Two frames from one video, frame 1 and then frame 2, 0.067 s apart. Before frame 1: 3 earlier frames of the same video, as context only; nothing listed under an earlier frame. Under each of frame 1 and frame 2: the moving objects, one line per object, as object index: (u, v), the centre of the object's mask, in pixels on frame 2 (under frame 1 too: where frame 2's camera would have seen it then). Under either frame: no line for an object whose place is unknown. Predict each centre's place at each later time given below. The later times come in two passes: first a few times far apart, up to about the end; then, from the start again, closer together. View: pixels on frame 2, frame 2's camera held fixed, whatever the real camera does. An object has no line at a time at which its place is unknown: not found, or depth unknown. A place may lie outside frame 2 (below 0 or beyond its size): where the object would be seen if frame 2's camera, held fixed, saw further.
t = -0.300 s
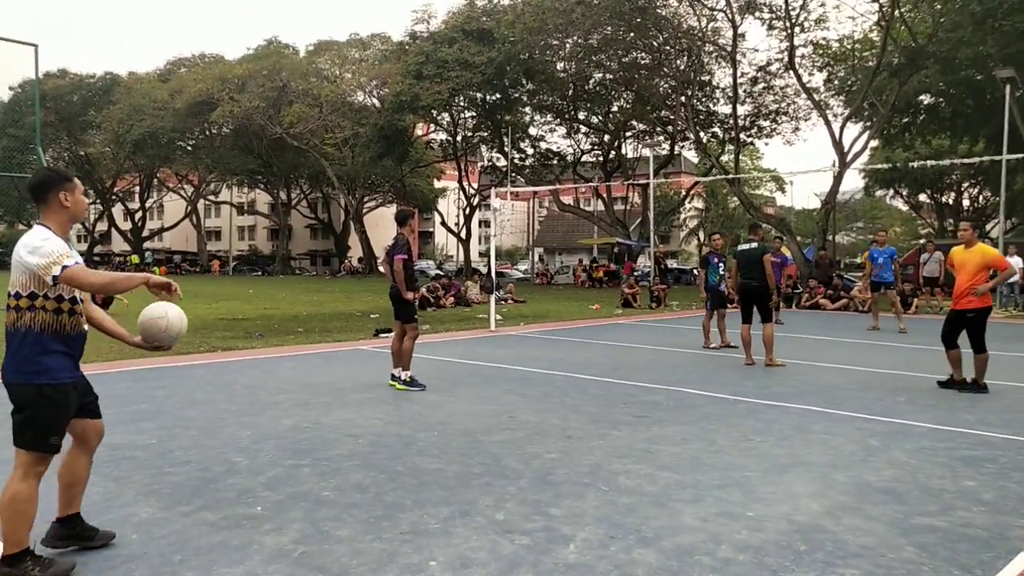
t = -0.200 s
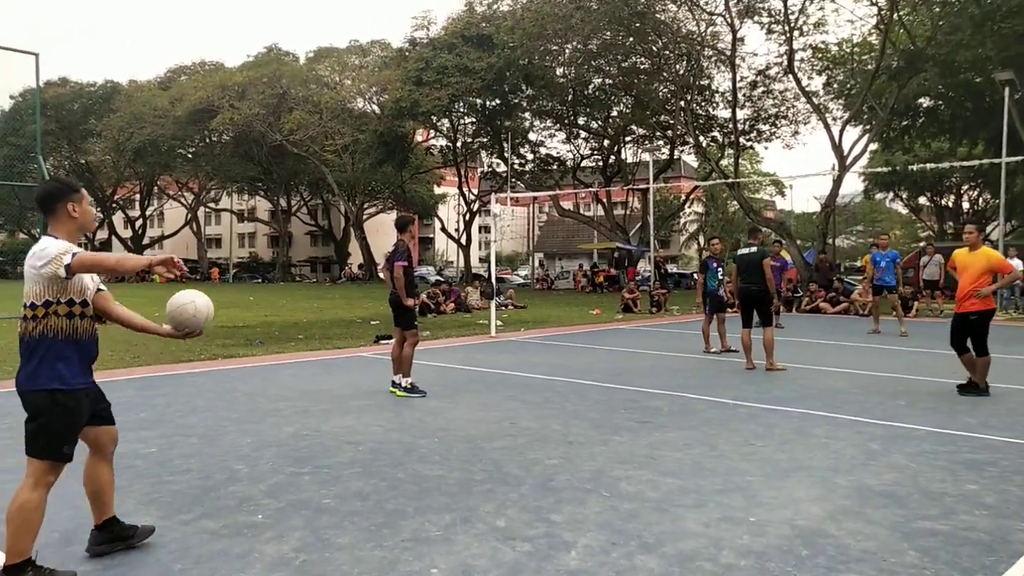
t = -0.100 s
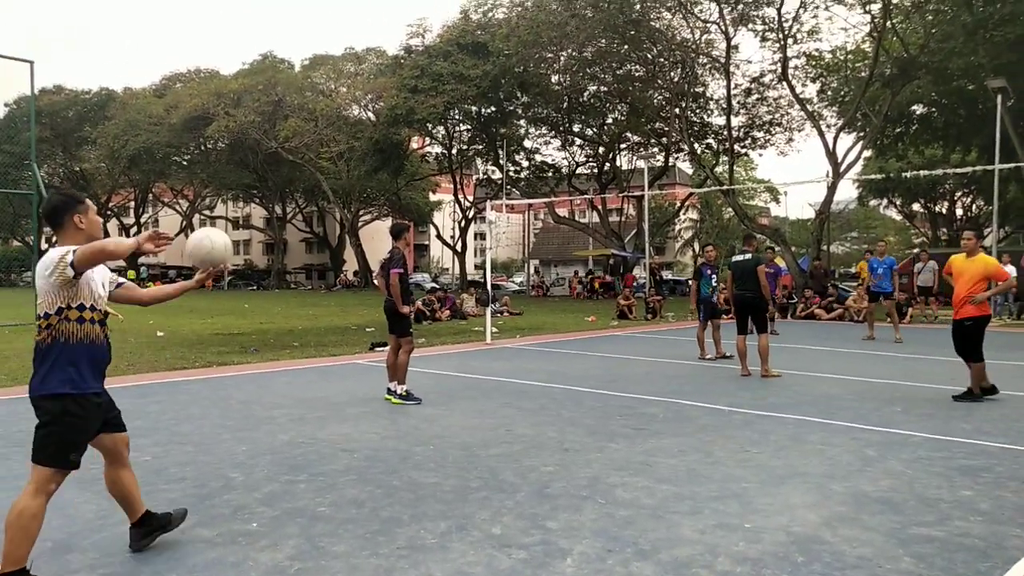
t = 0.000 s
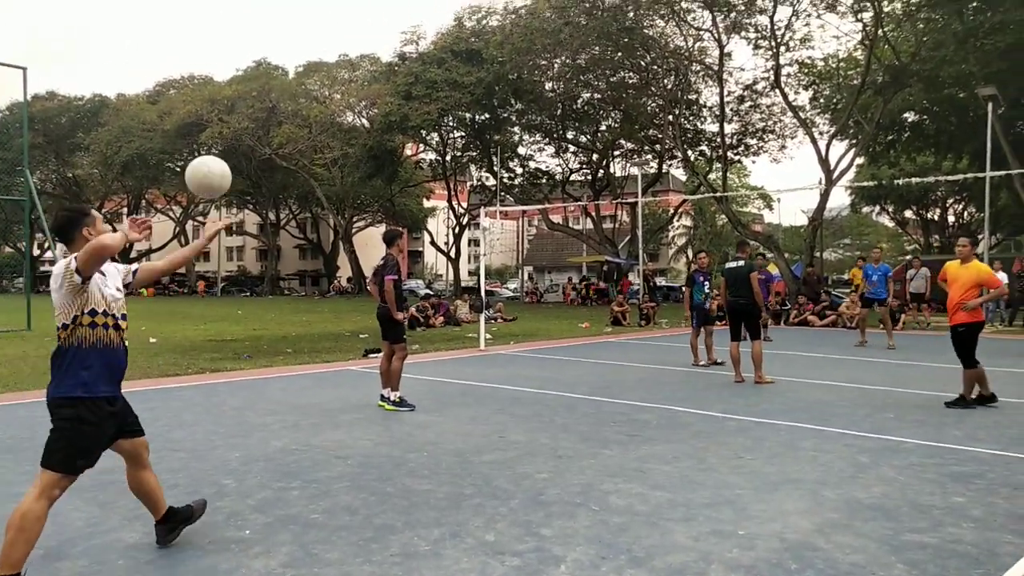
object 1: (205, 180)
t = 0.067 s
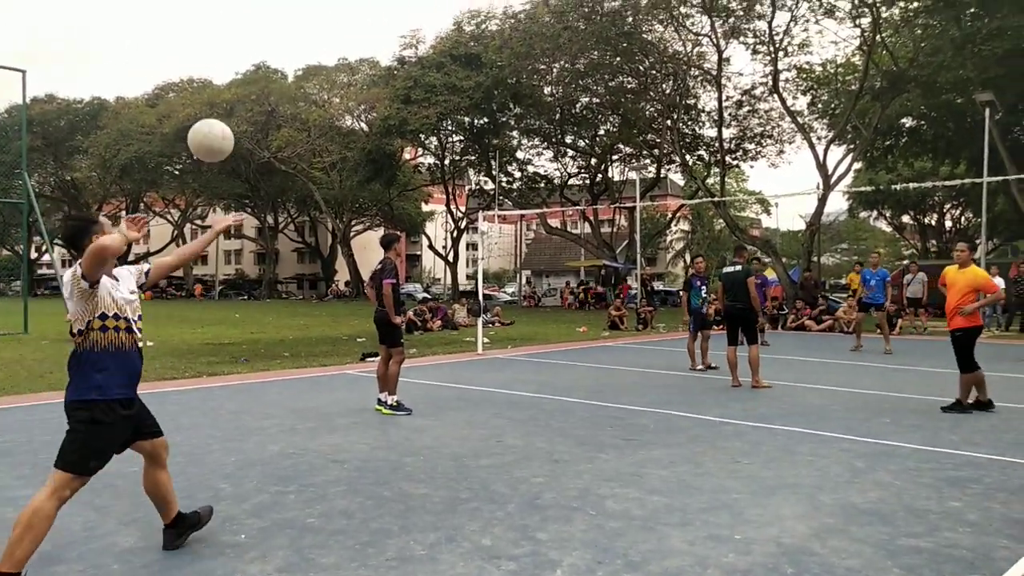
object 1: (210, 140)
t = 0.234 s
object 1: (221, 81)
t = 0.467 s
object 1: (231, 90)
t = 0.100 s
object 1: (213, 124)
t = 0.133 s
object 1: (214, 110)
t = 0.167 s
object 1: (215, 98)
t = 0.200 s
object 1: (217, 89)
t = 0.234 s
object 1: (221, 81)
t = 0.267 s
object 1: (223, 76)
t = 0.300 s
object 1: (224, 73)
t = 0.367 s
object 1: (229, 74)
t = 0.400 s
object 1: (230, 77)
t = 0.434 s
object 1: (230, 84)
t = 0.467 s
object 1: (231, 90)
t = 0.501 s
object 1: (233, 100)
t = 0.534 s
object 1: (234, 112)
